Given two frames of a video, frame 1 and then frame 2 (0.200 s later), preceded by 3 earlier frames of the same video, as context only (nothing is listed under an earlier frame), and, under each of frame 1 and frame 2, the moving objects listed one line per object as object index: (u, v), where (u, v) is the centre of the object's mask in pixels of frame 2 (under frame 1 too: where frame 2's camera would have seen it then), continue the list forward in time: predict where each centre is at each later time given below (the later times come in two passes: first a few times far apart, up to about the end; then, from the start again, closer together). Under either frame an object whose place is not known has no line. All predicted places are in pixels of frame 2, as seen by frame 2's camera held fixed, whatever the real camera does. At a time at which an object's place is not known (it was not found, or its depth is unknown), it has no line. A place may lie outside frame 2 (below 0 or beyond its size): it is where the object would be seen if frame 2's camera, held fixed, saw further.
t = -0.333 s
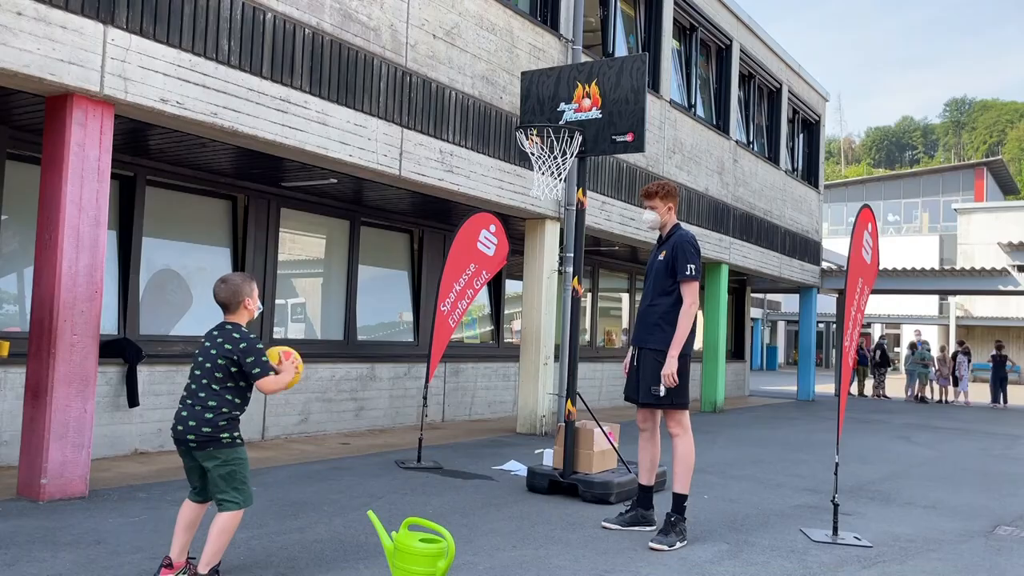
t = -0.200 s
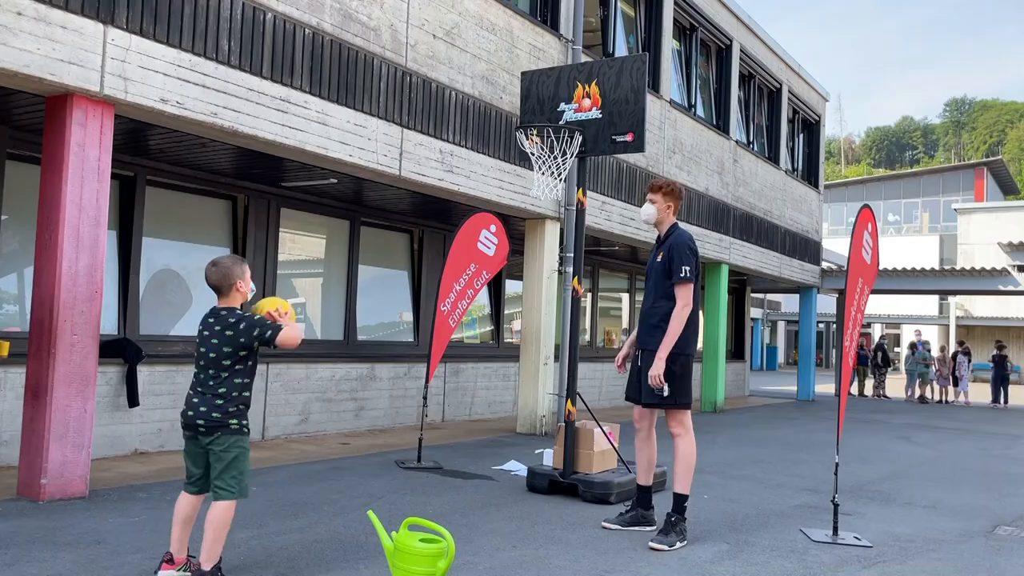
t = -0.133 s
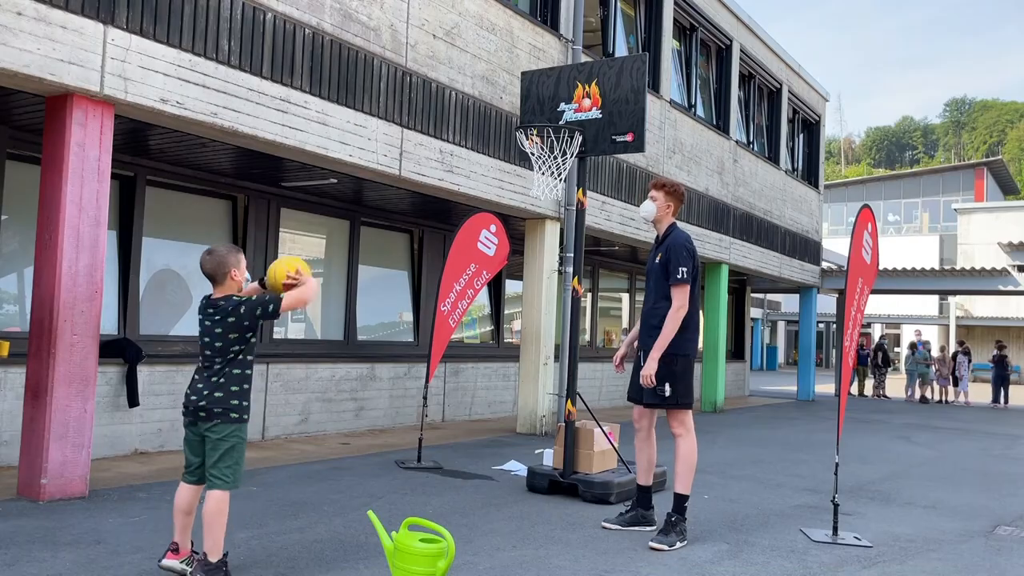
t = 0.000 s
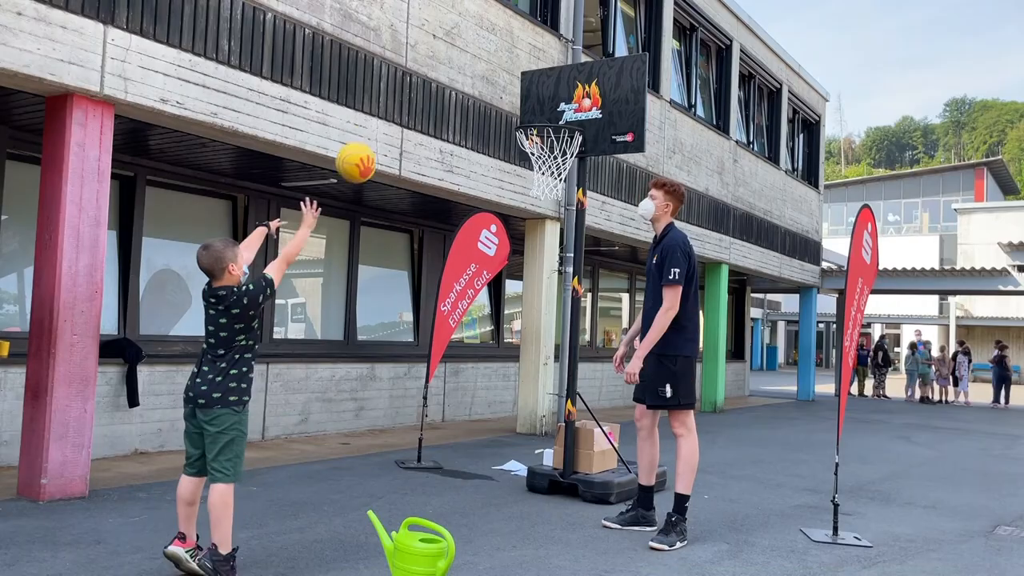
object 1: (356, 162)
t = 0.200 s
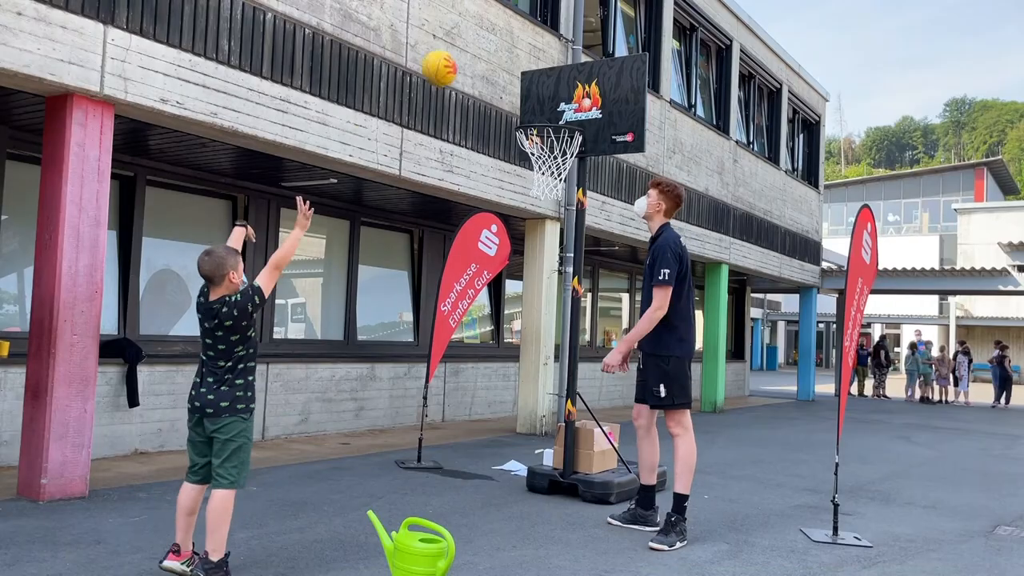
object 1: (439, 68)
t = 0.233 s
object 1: (451, 61)
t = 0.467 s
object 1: (521, 63)
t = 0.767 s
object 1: (566, 87)
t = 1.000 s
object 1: (559, 51)
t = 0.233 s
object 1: (451, 61)
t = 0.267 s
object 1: (462, 56)
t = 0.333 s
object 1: (484, 51)
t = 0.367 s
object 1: (494, 52)
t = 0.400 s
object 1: (503, 54)
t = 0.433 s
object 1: (512, 58)
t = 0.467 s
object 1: (521, 63)
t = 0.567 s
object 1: (546, 87)
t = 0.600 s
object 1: (554, 97)
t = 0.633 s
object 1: (561, 109)
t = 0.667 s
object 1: (568, 121)
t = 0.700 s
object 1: (568, 111)
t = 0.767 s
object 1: (566, 87)
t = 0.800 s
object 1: (565, 78)
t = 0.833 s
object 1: (564, 69)
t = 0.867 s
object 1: (563, 63)
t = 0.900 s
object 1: (562, 57)
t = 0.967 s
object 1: (560, 51)
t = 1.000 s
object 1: (559, 51)
